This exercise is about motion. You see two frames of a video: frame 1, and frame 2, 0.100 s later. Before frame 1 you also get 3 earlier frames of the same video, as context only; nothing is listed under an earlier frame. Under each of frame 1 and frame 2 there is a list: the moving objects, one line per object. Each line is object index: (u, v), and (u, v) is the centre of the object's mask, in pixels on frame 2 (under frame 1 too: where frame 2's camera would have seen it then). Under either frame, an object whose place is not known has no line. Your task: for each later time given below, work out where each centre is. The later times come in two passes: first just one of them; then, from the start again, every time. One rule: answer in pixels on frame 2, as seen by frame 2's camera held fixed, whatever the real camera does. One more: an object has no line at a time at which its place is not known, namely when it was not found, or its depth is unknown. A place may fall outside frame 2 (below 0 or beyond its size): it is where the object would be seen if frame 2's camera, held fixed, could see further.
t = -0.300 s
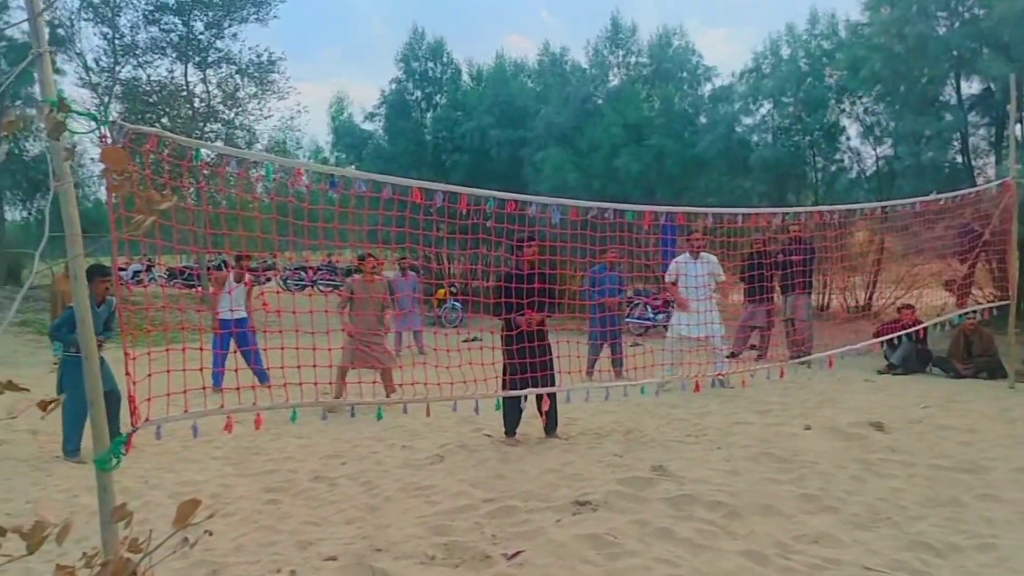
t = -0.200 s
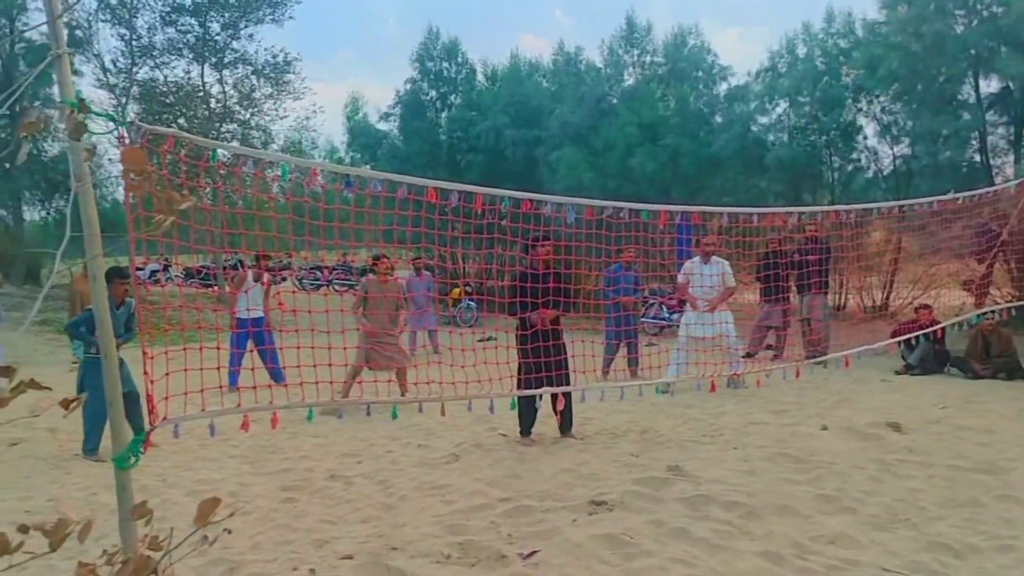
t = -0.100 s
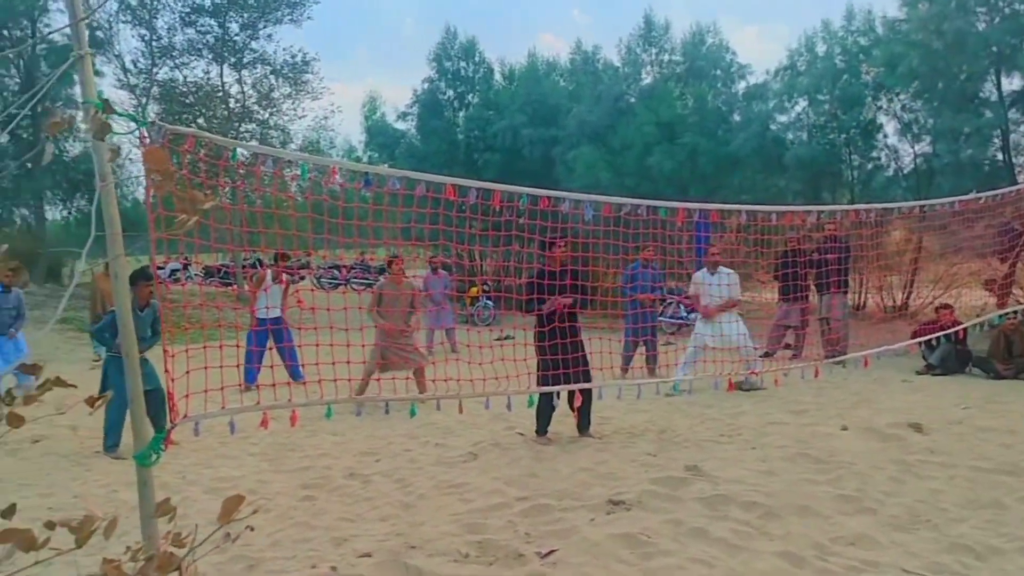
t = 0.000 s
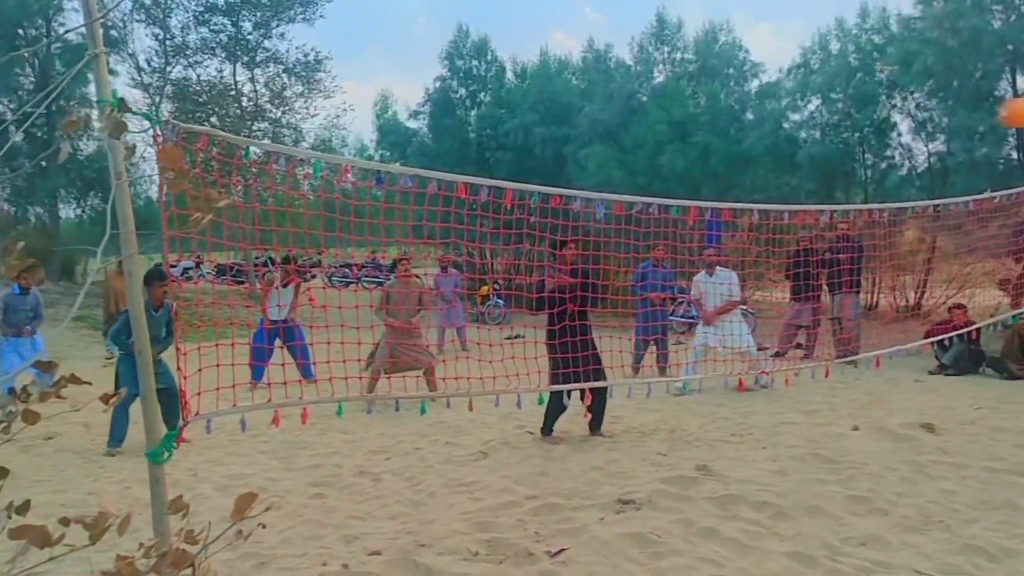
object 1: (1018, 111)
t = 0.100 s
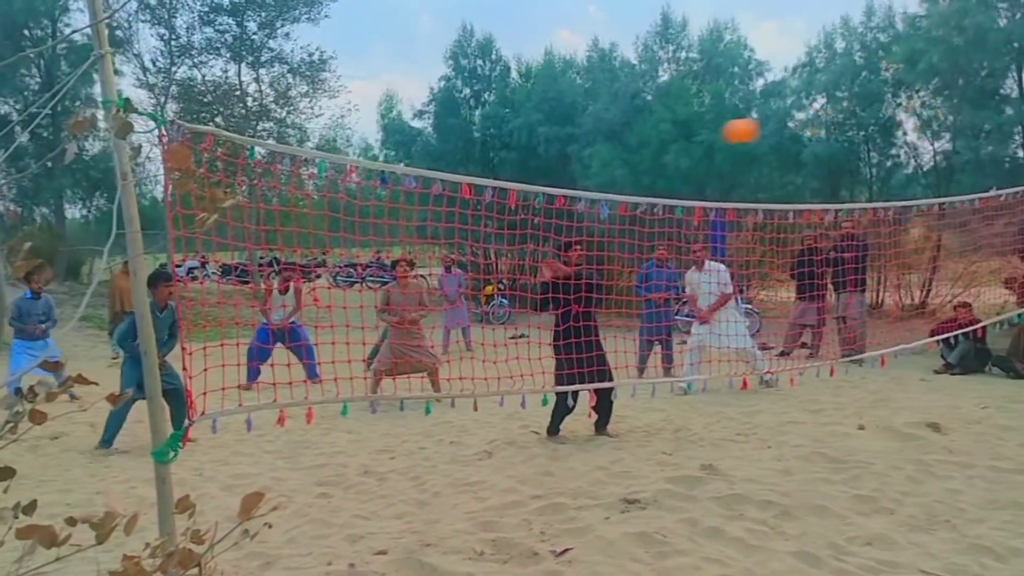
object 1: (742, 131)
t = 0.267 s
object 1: (473, 170)
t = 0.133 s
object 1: (672, 139)
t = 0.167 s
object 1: (612, 146)
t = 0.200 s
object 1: (559, 155)
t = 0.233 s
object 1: (513, 163)
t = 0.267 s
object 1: (473, 170)
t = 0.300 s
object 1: (431, 183)
